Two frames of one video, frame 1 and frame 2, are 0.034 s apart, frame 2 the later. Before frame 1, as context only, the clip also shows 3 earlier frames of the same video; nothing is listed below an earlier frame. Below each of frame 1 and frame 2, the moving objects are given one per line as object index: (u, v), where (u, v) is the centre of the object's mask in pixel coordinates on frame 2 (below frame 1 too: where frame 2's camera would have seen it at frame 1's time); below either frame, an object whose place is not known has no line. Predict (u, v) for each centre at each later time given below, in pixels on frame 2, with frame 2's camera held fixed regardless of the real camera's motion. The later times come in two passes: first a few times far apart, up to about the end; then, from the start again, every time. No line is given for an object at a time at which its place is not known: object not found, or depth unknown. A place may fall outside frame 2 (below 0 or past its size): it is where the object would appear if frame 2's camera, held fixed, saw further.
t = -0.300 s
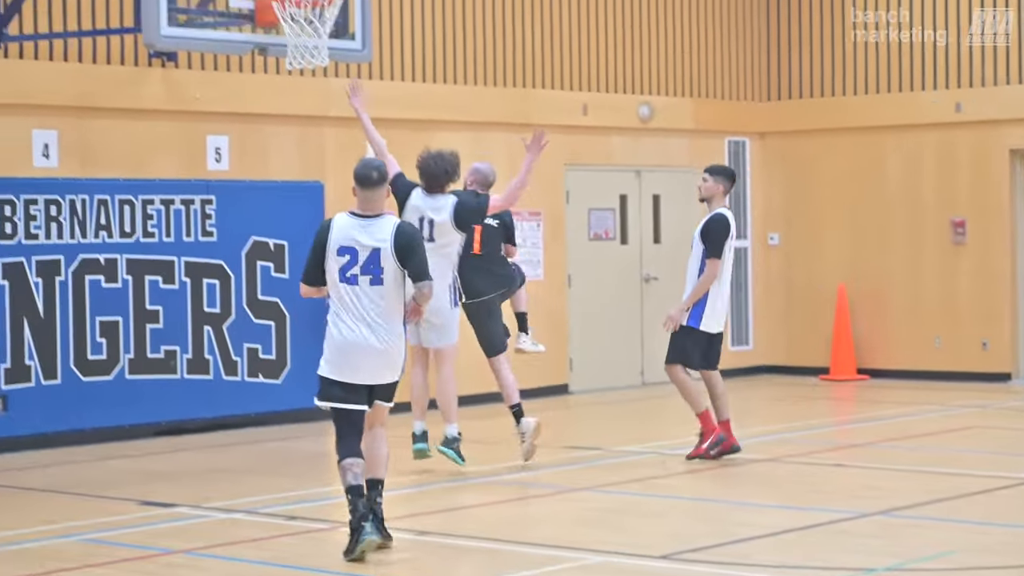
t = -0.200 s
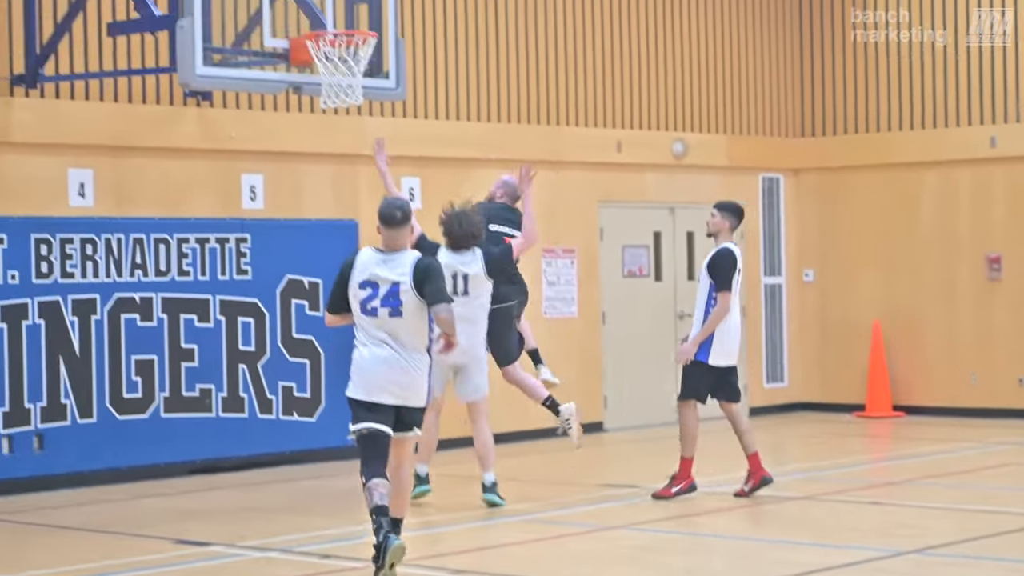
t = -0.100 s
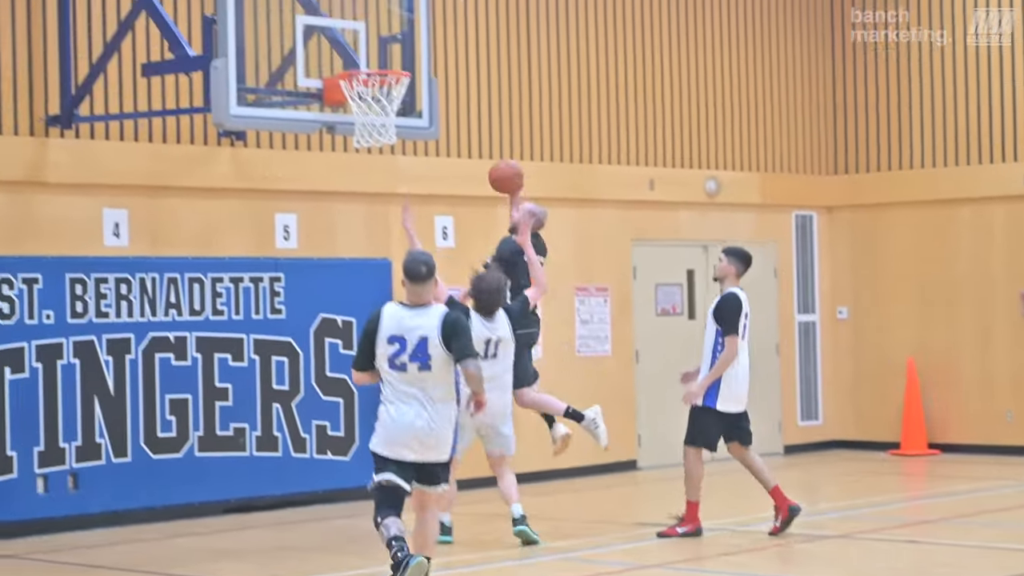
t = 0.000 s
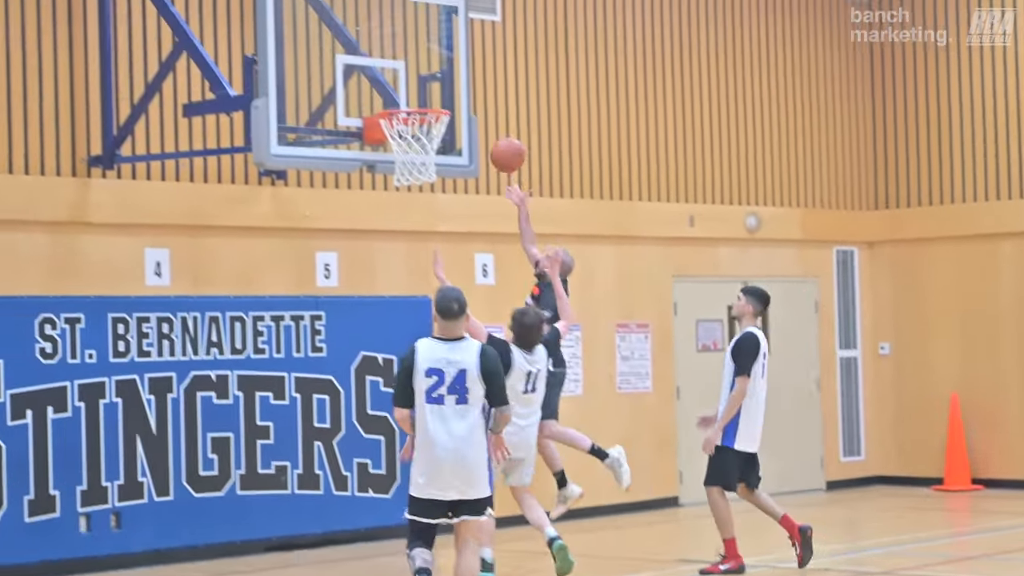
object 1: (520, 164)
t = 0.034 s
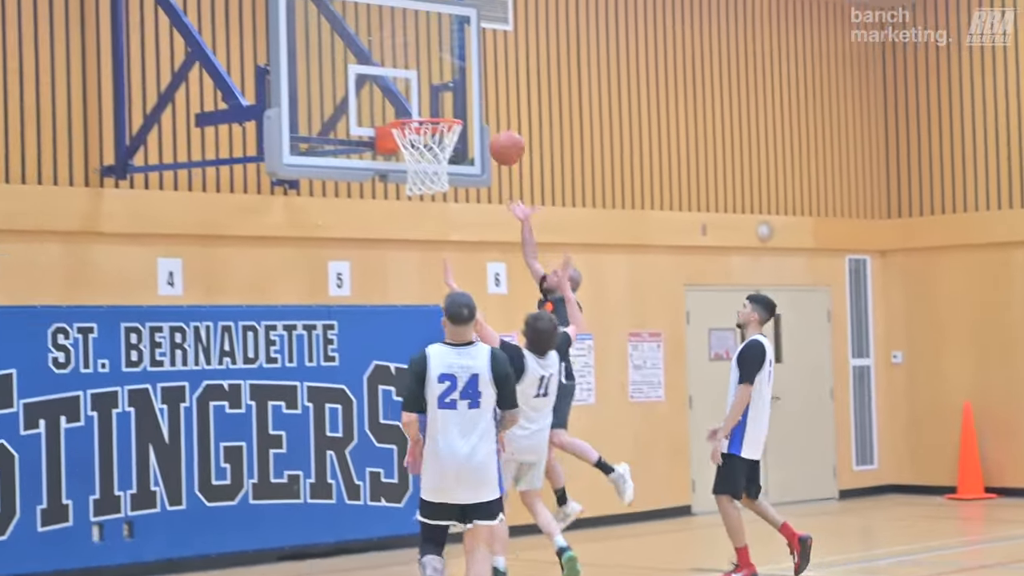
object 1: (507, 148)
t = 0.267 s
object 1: (435, 81)
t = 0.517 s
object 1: (429, 107)
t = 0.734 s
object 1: (438, 191)
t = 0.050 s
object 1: (501, 140)
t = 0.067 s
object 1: (494, 134)
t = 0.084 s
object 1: (488, 126)
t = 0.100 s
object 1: (481, 120)
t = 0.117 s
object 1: (476, 114)
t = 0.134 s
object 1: (468, 108)
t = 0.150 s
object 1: (462, 103)
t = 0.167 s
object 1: (455, 98)
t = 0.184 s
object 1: (450, 94)
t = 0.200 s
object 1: (443, 90)
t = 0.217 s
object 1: (437, 86)
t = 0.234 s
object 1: (436, 84)
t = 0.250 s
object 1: (435, 82)
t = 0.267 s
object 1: (435, 81)
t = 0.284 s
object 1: (434, 81)
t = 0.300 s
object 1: (434, 80)
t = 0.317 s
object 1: (434, 80)
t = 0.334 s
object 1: (433, 81)
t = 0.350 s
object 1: (433, 81)
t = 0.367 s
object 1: (433, 82)
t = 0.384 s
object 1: (432, 84)
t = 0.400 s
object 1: (432, 86)
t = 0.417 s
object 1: (432, 88)
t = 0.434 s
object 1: (431, 91)
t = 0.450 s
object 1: (431, 94)
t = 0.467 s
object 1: (430, 98)
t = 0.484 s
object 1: (430, 101)
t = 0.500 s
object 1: (429, 105)
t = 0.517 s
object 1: (429, 107)
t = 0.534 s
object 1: (429, 110)
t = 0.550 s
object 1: (429, 113)
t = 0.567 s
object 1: (429, 115)
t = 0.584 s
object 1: (432, 136)
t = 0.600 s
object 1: (432, 139)
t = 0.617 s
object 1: (434, 145)
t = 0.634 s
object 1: (434, 151)
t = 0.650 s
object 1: (435, 156)
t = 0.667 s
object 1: (436, 161)
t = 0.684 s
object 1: (437, 168)
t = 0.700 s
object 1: (438, 174)
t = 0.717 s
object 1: (438, 188)
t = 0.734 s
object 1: (438, 191)
